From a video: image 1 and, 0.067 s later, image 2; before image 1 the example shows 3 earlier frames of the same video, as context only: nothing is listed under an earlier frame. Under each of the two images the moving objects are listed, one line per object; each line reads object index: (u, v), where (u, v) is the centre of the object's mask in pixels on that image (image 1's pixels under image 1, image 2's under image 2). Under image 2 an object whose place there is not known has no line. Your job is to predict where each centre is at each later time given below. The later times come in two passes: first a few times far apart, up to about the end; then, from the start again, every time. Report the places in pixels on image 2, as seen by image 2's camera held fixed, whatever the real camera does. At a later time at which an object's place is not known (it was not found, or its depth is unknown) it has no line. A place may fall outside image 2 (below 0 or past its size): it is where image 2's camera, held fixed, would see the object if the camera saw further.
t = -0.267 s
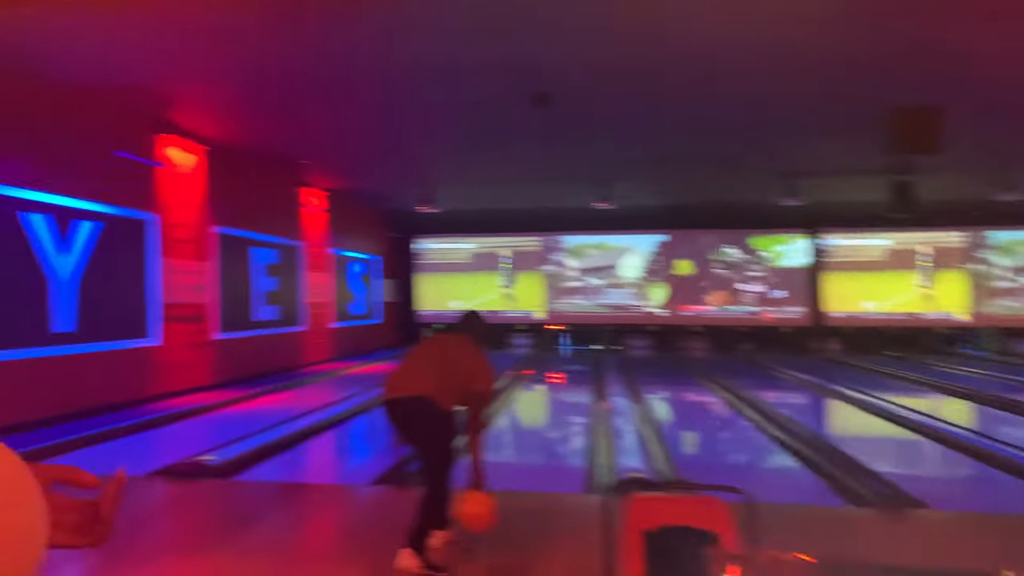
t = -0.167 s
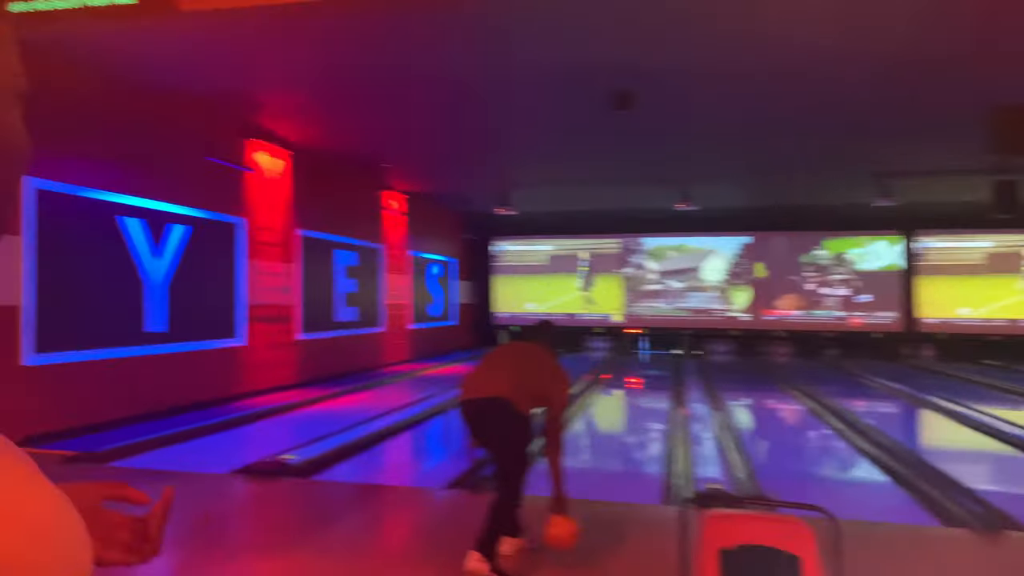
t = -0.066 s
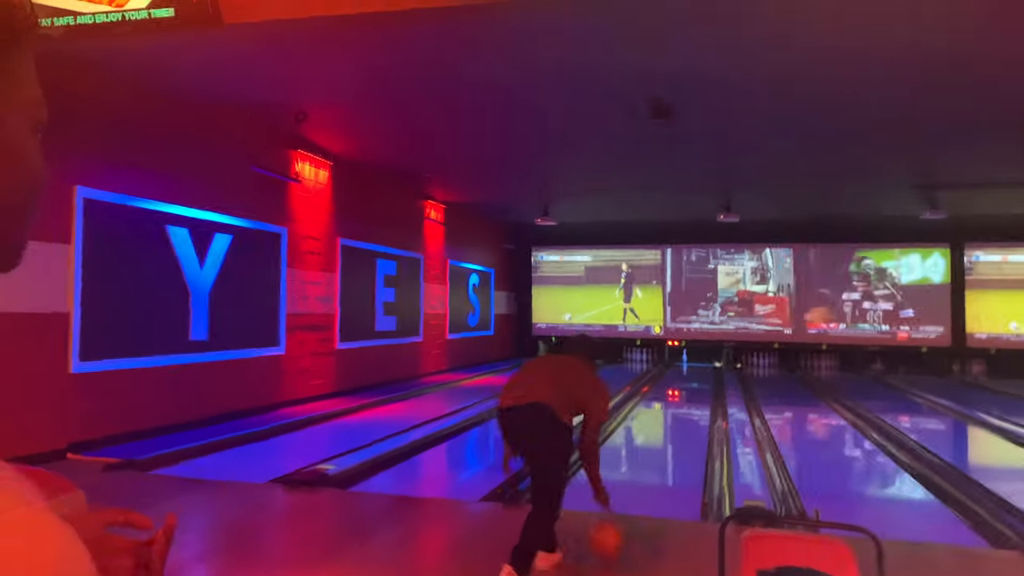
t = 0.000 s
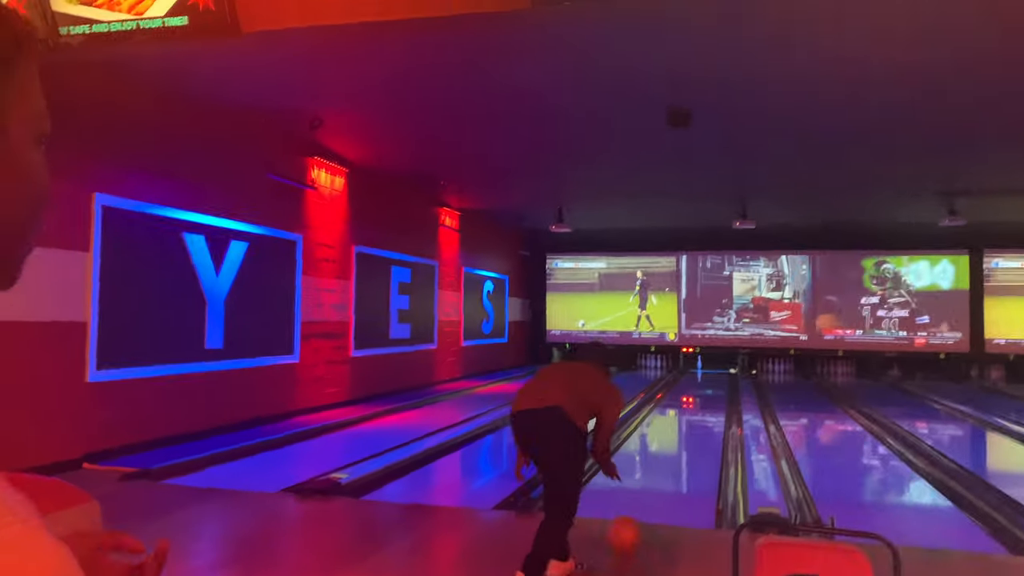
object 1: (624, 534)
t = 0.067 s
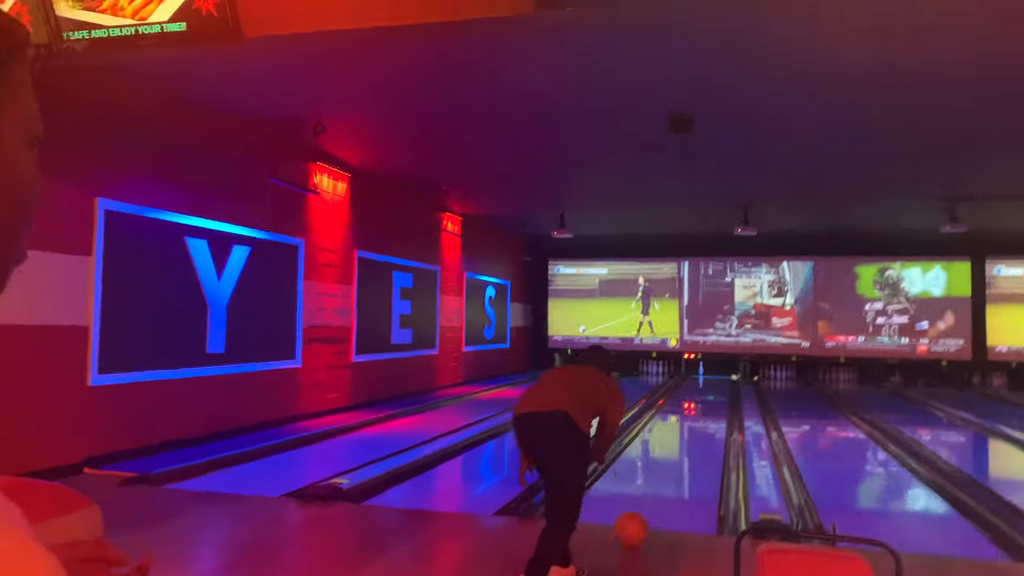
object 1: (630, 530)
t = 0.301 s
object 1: (645, 500)
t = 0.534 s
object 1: (655, 477)
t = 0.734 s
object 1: (660, 463)
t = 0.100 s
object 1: (633, 525)
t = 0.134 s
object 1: (635, 520)
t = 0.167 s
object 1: (637, 515)
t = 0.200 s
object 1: (639, 511)
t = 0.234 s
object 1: (641, 508)
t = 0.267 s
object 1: (643, 503)
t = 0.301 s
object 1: (645, 500)
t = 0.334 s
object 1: (647, 496)
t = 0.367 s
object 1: (648, 492)
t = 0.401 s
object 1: (650, 489)
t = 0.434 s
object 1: (651, 486)
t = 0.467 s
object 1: (652, 483)
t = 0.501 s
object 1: (654, 479)
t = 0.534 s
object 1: (655, 477)
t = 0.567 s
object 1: (656, 475)
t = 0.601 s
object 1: (657, 473)
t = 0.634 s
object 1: (658, 470)
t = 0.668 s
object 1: (658, 468)
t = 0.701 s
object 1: (658, 466)
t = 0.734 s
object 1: (660, 463)
